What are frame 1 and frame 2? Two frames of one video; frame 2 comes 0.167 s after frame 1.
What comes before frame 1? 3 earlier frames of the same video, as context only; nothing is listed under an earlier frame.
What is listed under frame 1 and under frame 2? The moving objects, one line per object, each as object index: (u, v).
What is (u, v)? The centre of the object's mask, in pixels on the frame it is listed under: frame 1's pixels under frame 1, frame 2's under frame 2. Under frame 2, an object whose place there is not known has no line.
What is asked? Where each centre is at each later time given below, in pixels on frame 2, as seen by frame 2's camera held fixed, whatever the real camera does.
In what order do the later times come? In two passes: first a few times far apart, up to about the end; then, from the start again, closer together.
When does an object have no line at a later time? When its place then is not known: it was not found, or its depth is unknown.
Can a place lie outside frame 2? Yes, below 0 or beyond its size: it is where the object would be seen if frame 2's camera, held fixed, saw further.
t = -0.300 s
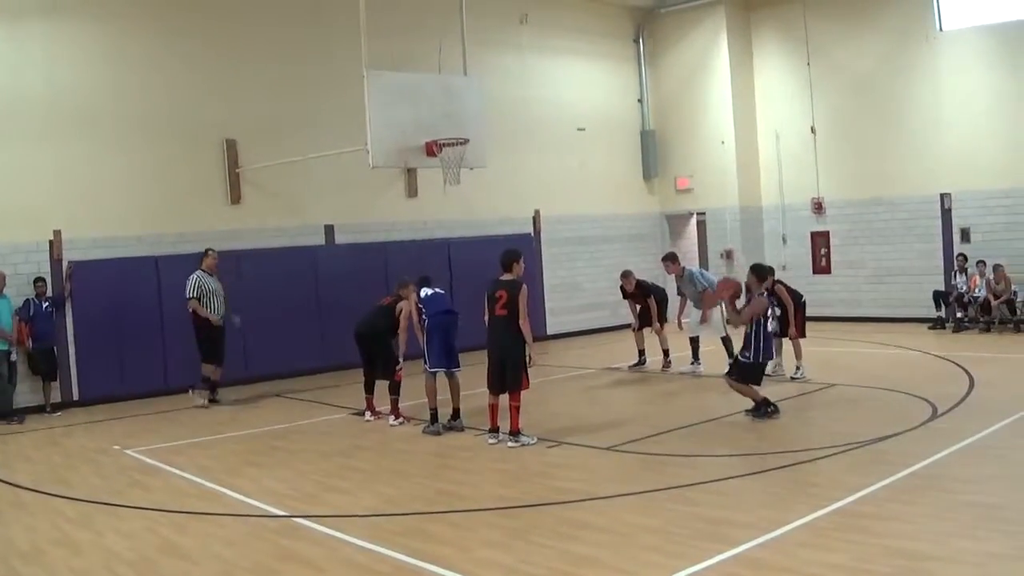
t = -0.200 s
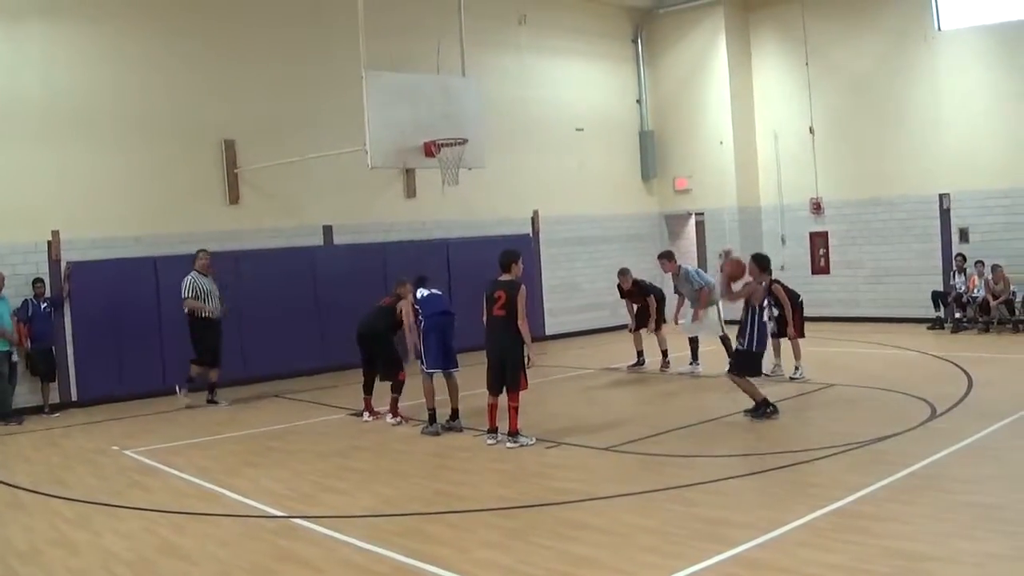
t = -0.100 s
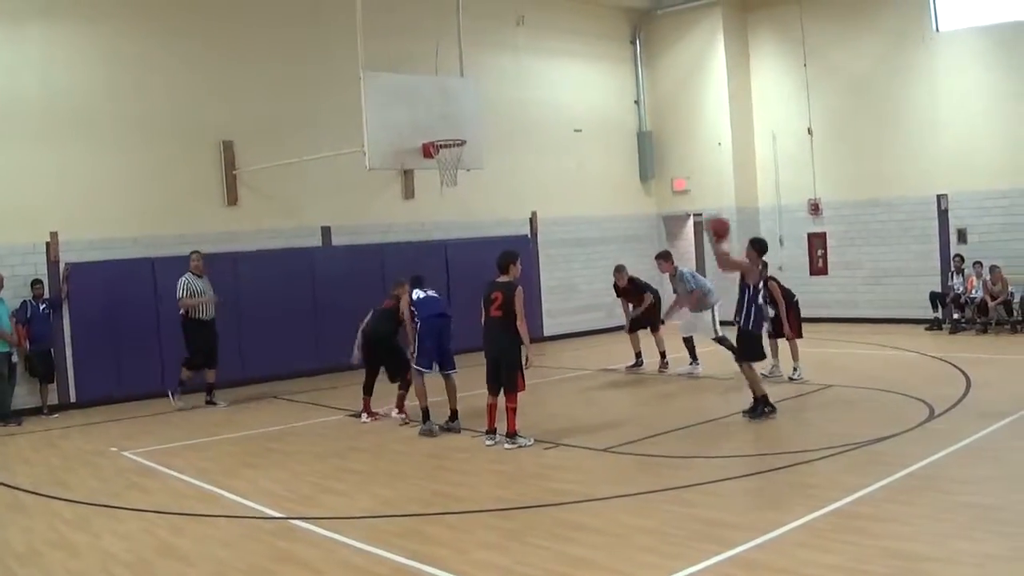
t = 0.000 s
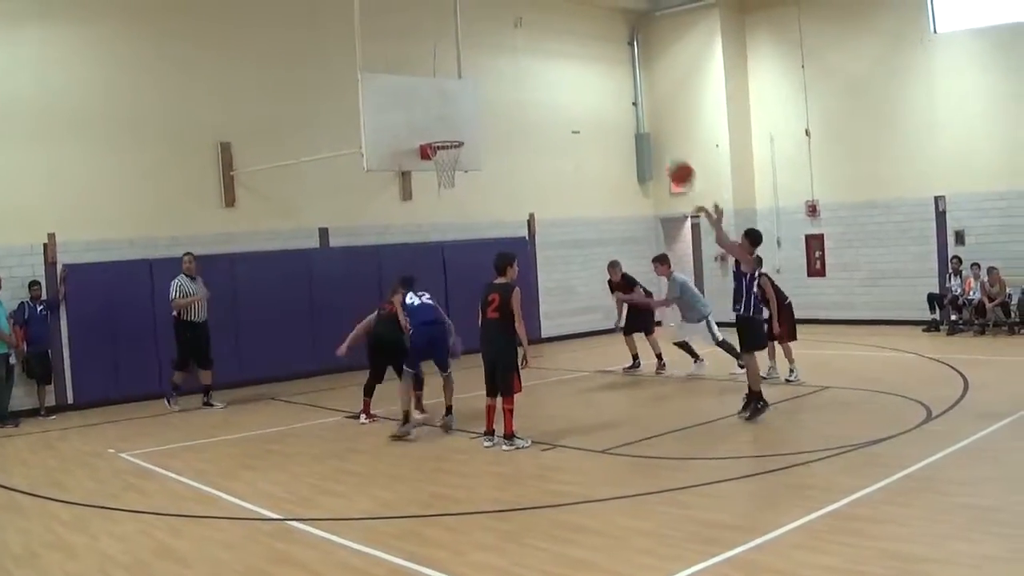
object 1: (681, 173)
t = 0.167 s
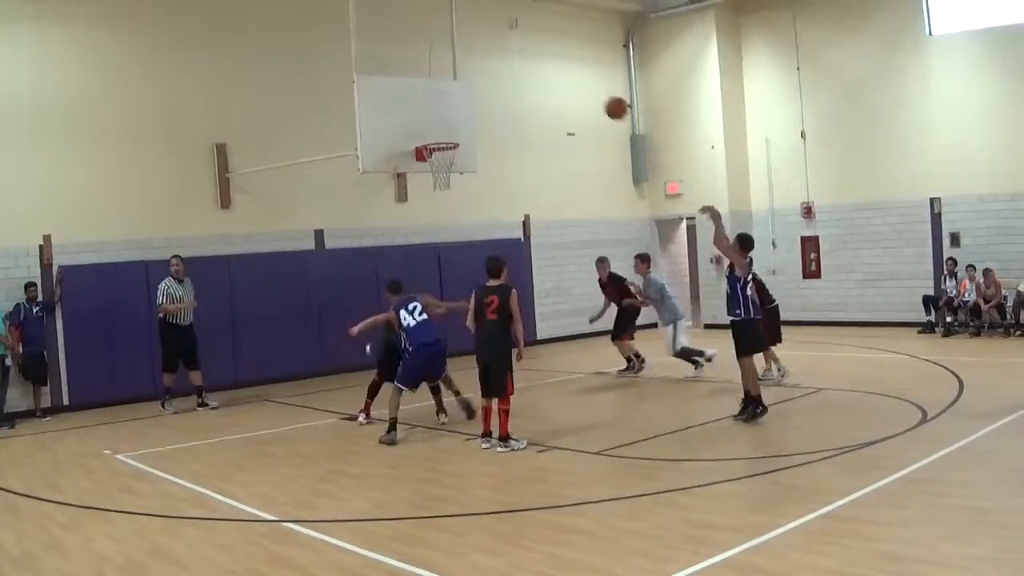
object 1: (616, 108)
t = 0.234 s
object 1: (594, 90)
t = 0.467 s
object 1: (528, 65)
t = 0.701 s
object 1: (472, 88)
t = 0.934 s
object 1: (434, 141)
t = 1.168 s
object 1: (420, 130)
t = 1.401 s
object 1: (411, 134)
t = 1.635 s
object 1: (404, 136)
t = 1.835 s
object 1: (400, 155)
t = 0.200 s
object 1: (605, 98)
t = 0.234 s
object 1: (594, 90)
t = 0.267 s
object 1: (583, 83)
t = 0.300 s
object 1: (574, 77)
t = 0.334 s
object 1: (564, 73)
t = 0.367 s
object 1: (555, 70)
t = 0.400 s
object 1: (545, 67)
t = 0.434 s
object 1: (536, 66)
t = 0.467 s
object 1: (528, 65)
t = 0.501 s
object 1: (519, 66)
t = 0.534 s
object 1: (511, 68)
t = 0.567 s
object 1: (503, 70)
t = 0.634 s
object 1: (488, 78)
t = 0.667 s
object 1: (480, 82)
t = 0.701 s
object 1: (472, 88)
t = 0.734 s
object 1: (466, 95)
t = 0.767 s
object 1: (458, 102)
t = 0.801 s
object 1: (452, 110)
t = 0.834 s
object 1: (446, 119)
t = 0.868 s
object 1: (439, 128)
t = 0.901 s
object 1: (433, 138)
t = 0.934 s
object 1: (434, 141)
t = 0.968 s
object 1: (445, 143)
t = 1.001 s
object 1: (445, 141)
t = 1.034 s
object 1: (437, 139)
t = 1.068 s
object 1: (428, 138)
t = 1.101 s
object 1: (424, 136)
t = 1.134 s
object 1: (422, 132)
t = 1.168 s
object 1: (420, 130)
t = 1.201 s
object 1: (419, 128)
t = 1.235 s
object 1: (417, 127)
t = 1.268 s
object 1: (416, 127)
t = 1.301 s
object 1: (415, 127)
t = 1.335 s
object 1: (413, 129)
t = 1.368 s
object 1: (411, 131)
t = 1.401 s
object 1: (411, 134)
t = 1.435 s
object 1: (412, 135)
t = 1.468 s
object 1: (414, 137)
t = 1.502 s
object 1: (414, 138)
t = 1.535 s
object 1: (412, 136)
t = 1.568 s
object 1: (409, 136)
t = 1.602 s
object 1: (406, 136)
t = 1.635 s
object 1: (404, 136)
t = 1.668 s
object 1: (403, 137)
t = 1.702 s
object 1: (403, 139)
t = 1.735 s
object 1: (402, 142)
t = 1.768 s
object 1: (401, 145)
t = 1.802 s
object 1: (401, 150)
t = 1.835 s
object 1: (400, 155)
